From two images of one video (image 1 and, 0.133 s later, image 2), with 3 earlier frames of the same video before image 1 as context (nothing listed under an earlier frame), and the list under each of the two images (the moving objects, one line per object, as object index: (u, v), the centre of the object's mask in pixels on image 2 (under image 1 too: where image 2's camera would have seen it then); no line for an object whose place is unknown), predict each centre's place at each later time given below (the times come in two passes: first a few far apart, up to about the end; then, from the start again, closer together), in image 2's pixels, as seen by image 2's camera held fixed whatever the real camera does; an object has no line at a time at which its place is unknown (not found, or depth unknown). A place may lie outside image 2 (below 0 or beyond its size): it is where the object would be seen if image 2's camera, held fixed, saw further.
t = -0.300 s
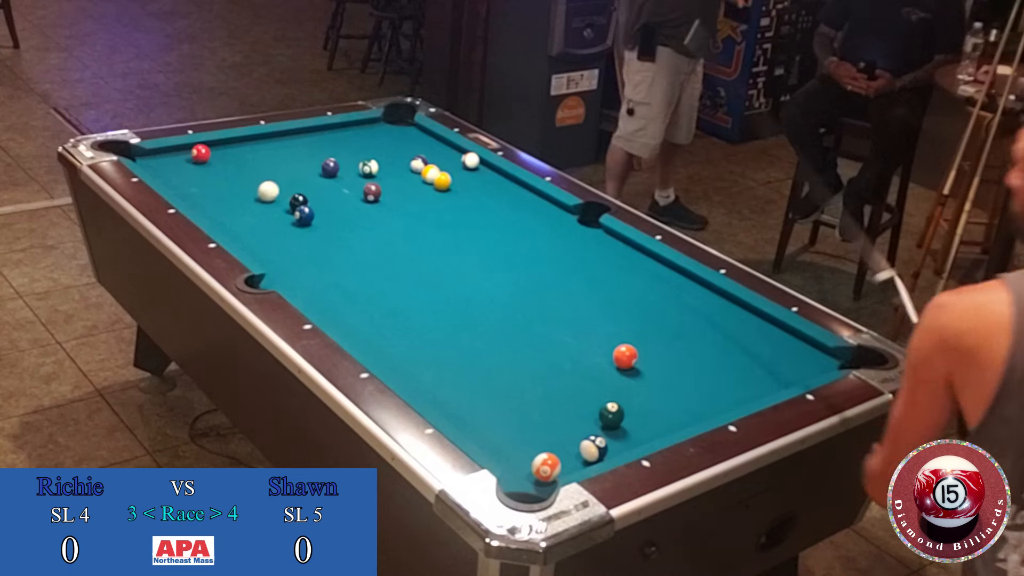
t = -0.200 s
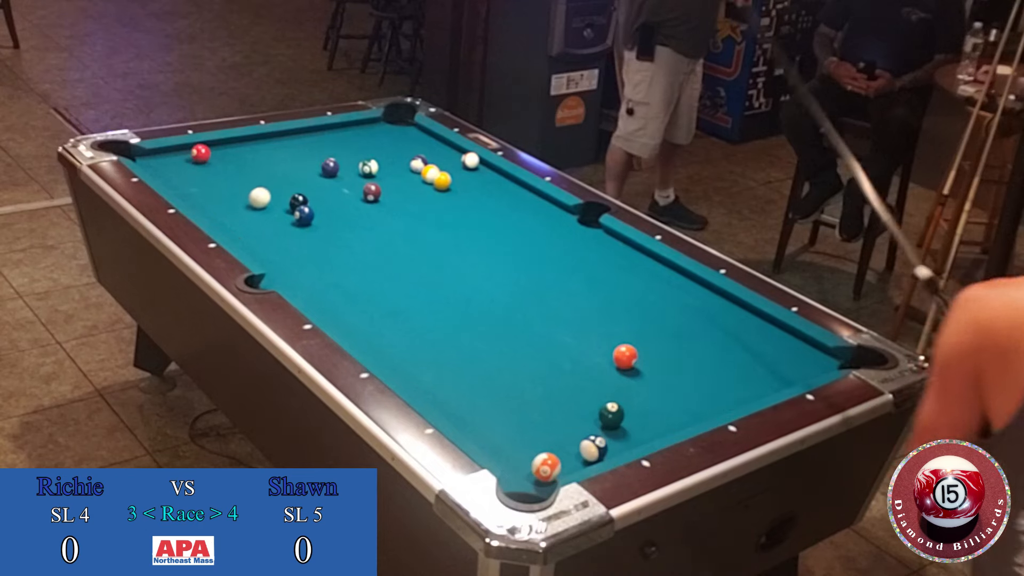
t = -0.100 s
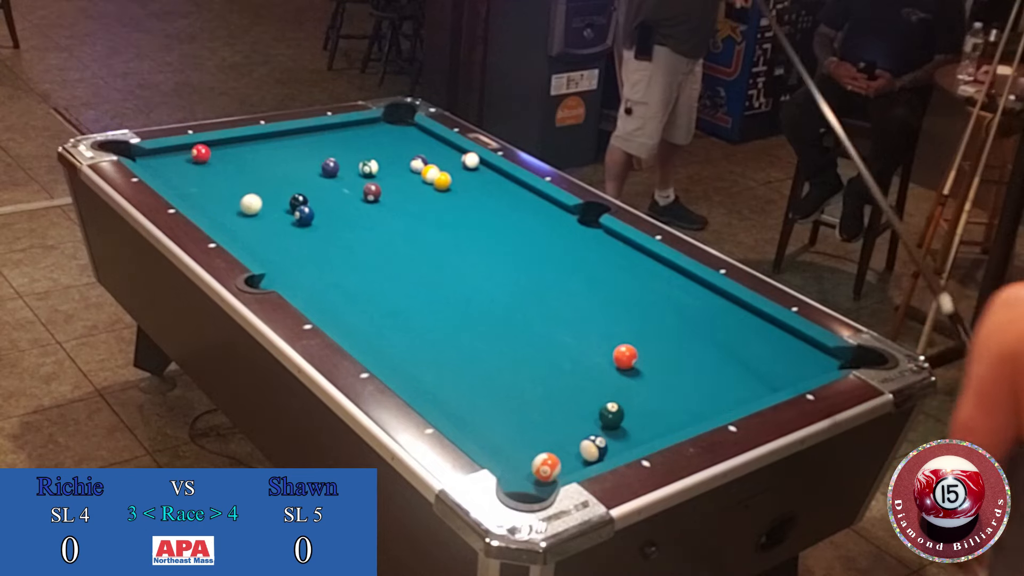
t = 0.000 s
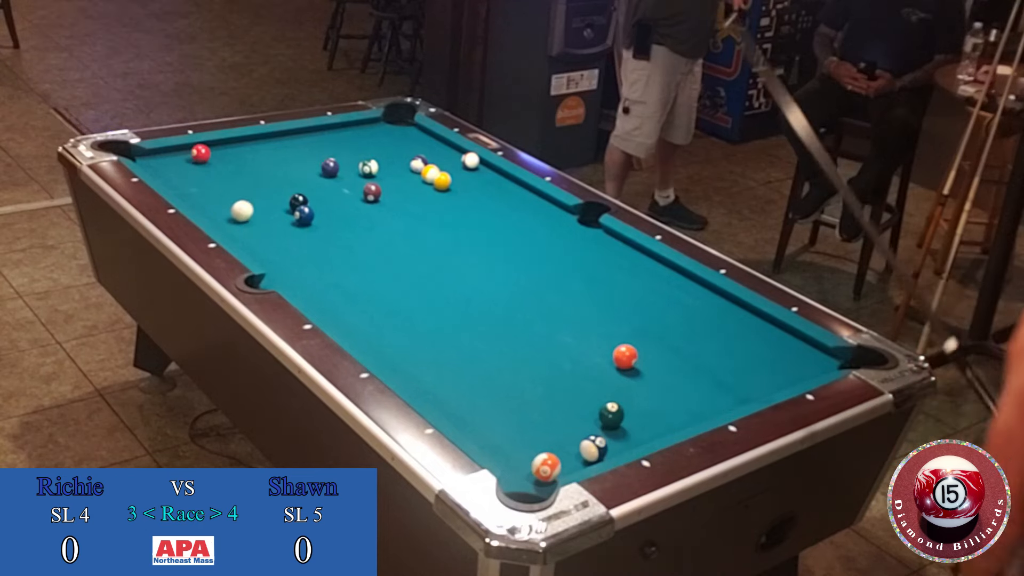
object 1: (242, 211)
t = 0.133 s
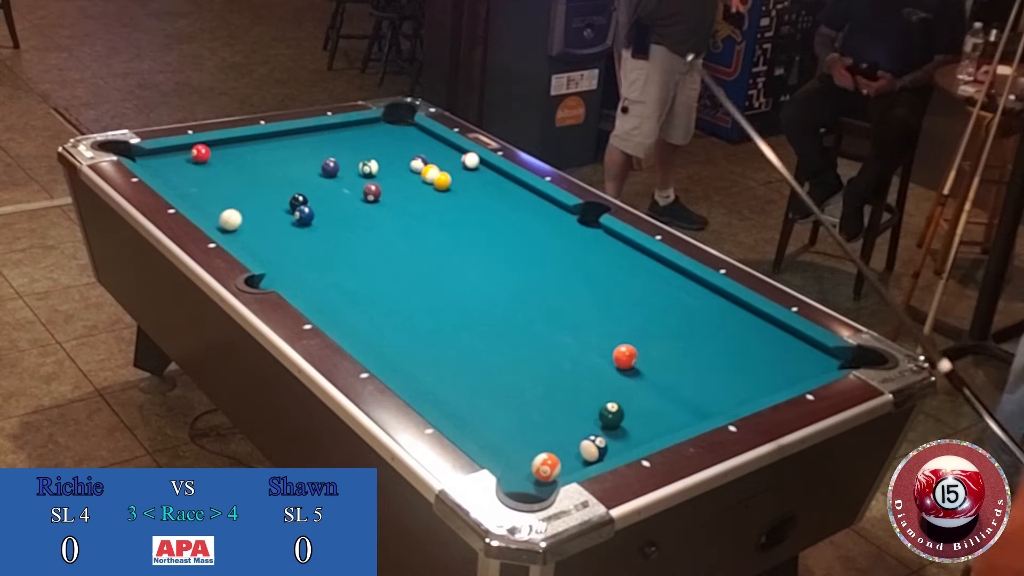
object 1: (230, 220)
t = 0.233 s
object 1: (223, 225)
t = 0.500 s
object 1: (248, 231)
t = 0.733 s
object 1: (271, 235)
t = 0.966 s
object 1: (291, 239)
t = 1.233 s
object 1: (312, 243)
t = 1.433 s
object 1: (326, 245)
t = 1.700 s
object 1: (342, 248)
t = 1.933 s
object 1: (354, 251)
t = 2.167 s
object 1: (363, 252)
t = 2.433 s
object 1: (372, 254)
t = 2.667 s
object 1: (377, 255)
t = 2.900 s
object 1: (379, 256)
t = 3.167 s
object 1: (380, 257)
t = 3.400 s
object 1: (380, 257)
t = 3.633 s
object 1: (380, 257)
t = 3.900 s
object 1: (380, 257)
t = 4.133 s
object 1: (380, 257)
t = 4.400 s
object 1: (380, 257)
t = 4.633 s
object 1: (380, 257)
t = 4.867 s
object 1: (380, 257)
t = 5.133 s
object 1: (380, 257)
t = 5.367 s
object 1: (380, 257)
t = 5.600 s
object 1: (380, 257)
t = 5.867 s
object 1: (380, 257)
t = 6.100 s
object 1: (380, 257)
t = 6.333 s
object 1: (380, 257)
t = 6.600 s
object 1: (380, 257)
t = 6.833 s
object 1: (380, 256)
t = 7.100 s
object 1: (380, 256)
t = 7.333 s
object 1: (380, 256)
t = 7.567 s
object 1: (380, 257)
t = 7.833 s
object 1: (380, 257)
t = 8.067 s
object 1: (380, 257)
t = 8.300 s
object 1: (380, 257)
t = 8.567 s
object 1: (380, 257)
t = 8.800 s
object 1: (380, 256)
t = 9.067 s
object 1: (380, 257)
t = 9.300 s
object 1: (380, 257)
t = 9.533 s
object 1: (380, 257)
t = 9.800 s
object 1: (380, 257)
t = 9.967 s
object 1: (380, 257)
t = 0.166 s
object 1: (228, 222)
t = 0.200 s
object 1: (225, 223)
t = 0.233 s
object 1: (223, 225)
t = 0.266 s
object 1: (225, 226)
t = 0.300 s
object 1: (228, 227)
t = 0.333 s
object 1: (232, 228)
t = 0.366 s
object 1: (235, 229)
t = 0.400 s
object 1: (238, 230)
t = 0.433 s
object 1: (242, 230)
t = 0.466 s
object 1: (245, 231)
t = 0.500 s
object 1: (248, 231)
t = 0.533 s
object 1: (252, 232)
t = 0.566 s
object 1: (255, 232)
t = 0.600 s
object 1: (258, 233)
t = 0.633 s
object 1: (261, 234)
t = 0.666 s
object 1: (265, 234)
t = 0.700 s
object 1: (268, 235)
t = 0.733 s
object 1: (271, 235)
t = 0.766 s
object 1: (274, 236)
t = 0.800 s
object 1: (277, 236)
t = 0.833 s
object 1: (280, 237)
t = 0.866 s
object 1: (283, 237)
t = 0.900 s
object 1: (286, 238)
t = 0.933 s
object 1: (288, 238)
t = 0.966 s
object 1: (291, 239)
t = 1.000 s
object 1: (294, 239)
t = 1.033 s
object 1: (296, 240)
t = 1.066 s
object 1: (299, 240)
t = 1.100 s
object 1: (302, 241)
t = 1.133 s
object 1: (304, 241)
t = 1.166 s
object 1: (307, 242)
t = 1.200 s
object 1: (310, 242)
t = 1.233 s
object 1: (312, 243)
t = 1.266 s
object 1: (314, 243)
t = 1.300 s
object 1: (317, 243)
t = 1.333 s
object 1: (319, 243)
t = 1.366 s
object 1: (321, 244)
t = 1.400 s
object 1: (324, 244)
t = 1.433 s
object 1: (326, 245)
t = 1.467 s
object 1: (328, 245)
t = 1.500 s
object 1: (330, 246)
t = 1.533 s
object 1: (332, 246)
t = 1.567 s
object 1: (334, 246)
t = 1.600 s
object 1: (336, 247)
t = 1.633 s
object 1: (338, 247)
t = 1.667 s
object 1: (340, 248)
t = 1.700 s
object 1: (342, 248)
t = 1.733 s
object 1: (344, 248)
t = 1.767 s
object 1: (346, 249)
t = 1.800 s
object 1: (347, 249)
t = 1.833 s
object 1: (349, 249)
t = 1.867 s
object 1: (351, 250)
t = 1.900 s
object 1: (352, 250)
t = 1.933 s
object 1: (354, 251)
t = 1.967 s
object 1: (355, 251)
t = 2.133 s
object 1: (362, 252)
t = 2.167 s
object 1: (363, 252)
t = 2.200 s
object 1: (364, 253)
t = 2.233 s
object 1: (366, 253)
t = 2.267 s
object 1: (367, 253)
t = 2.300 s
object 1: (368, 253)
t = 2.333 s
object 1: (369, 254)
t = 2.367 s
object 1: (370, 254)
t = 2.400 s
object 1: (371, 254)
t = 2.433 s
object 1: (372, 254)
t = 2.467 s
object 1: (373, 254)
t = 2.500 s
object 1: (373, 255)
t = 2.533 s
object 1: (374, 255)
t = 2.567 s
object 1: (375, 255)
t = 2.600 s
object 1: (376, 255)
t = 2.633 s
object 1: (376, 255)
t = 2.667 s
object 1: (377, 255)
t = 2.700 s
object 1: (377, 255)
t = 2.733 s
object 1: (378, 256)
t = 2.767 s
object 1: (378, 256)
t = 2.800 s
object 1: (379, 256)
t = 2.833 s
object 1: (379, 256)
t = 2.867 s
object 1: (379, 256)
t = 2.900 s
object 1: (379, 256)
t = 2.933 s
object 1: (380, 256)
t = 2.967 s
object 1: (380, 256)
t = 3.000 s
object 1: (380, 257)
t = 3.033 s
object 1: (380, 257)
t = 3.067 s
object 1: (380, 257)
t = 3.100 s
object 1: (380, 257)
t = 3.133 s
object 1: (380, 257)
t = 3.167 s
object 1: (380, 257)
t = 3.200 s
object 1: (380, 257)
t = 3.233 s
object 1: (380, 257)
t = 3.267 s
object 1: (380, 257)
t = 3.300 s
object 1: (380, 257)
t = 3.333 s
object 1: (380, 257)
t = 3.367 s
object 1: (380, 257)
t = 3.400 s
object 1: (380, 257)
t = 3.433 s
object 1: (380, 257)
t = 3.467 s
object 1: (380, 257)
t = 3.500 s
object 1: (380, 257)
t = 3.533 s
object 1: (380, 257)
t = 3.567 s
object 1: (380, 257)
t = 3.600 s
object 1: (380, 257)
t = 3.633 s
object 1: (380, 257)
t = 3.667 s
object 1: (380, 257)
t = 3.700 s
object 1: (380, 257)
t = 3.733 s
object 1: (380, 257)
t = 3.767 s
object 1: (380, 257)
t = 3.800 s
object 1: (380, 257)
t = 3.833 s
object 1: (380, 257)
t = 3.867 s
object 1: (380, 257)
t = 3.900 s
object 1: (380, 257)
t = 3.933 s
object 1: (380, 257)
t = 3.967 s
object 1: (380, 257)
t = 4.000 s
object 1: (380, 257)
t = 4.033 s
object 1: (380, 256)
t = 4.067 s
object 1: (380, 257)
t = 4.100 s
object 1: (380, 257)
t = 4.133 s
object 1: (380, 257)
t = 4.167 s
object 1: (380, 257)
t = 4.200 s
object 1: (380, 257)
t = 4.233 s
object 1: (380, 257)
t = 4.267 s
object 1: (380, 257)
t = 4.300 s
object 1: (380, 257)
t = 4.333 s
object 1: (380, 257)
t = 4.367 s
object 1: (380, 257)
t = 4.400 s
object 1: (380, 257)
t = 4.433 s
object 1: (380, 257)
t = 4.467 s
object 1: (380, 257)
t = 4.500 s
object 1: (380, 257)
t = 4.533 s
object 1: (380, 257)
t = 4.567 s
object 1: (380, 257)
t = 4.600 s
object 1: (380, 257)
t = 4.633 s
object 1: (380, 257)
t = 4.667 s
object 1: (380, 257)
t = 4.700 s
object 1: (380, 257)
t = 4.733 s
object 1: (380, 257)
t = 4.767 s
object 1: (380, 257)
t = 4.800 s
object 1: (380, 257)
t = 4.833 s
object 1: (380, 257)
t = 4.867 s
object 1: (380, 257)
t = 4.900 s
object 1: (380, 257)
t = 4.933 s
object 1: (380, 257)
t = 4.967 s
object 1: (380, 257)
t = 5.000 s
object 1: (380, 257)
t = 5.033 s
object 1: (380, 257)
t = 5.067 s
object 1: (380, 257)
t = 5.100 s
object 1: (380, 257)
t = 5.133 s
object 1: (380, 257)
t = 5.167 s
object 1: (380, 257)
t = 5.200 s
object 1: (380, 257)
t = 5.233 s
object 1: (380, 257)
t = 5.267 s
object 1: (380, 257)
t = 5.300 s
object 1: (380, 257)
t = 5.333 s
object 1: (380, 257)
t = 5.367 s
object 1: (380, 257)
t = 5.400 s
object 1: (380, 257)
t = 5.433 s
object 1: (380, 257)
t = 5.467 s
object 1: (380, 257)
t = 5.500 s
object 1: (380, 257)
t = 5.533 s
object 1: (380, 257)
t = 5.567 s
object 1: (380, 257)
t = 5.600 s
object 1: (380, 257)
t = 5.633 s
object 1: (380, 257)
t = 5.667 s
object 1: (380, 257)
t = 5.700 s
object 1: (380, 257)
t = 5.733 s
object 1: (380, 257)
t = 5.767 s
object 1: (380, 257)
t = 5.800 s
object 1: (380, 257)
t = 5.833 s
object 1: (380, 257)
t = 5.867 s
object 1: (380, 257)
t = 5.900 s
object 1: (380, 257)
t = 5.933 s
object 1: (380, 257)
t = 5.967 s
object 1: (380, 257)
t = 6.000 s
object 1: (380, 257)
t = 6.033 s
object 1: (380, 257)
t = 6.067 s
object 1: (380, 257)
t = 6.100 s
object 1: (380, 257)
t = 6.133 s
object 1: (380, 257)
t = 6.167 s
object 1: (380, 257)
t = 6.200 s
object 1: (380, 257)
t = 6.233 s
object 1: (380, 257)
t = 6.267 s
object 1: (380, 257)
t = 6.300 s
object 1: (380, 257)
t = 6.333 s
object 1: (380, 257)
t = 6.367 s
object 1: (380, 256)
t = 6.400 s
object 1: (380, 257)
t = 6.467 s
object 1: (380, 257)
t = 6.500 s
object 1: (380, 257)
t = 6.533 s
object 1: (380, 257)
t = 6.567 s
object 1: (380, 256)
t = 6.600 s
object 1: (380, 257)
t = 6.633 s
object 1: (380, 257)
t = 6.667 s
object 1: (380, 256)
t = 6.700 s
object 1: (380, 256)
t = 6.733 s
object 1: (380, 256)
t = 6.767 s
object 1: (380, 256)
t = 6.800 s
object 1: (380, 256)
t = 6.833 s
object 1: (380, 256)
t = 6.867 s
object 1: (380, 256)
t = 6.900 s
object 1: (380, 256)
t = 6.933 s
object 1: (380, 256)
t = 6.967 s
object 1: (380, 256)
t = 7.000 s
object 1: (380, 256)
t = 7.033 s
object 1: (380, 256)
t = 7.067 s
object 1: (380, 256)
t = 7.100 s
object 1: (380, 256)
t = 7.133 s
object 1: (380, 256)
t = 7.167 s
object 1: (380, 256)
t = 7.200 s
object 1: (380, 256)
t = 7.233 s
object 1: (380, 256)
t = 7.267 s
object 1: (380, 256)
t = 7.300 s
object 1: (380, 257)
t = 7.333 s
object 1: (380, 256)
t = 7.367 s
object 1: (380, 257)
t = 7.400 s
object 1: (380, 257)
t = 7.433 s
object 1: (380, 257)
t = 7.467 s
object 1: (380, 257)
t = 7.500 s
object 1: (380, 257)
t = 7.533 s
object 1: (380, 257)
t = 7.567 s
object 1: (380, 257)
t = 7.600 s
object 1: (380, 257)
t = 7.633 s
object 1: (380, 257)
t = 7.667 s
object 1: (380, 257)
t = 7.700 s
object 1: (380, 257)
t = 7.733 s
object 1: (380, 257)
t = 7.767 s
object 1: (380, 257)
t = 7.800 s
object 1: (380, 257)
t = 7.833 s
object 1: (380, 257)
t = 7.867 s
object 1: (380, 257)
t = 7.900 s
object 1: (380, 256)
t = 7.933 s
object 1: (380, 257)
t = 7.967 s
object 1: (380, 256)
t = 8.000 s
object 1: (380, 257)
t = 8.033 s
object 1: (380, 257)
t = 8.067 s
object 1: (380, 257)
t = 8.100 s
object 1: (380, 257)
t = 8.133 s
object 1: (380, 257)
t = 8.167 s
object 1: (380, 257)
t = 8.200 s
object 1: (380, 257)
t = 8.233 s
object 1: (380, 257)
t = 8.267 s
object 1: (380, 257)
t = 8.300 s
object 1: (380, 257)
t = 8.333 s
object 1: (380, 257)
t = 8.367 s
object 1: (380, 257)
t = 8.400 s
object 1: (380, 257)
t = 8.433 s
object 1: (380, 257)
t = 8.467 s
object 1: (380, 257)
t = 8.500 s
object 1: (380, 257)
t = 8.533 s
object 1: (380, 257)
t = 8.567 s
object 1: (380, 257)
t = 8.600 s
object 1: (380, 256)
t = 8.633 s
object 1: (380, 257)
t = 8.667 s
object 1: (380, 257)
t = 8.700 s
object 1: (380, 256)
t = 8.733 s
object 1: (380, 256)
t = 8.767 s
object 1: (380, 256)
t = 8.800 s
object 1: (380, 256)
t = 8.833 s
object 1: (380, 257)
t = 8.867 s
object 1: (380, 257)
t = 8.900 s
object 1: (380, 256)
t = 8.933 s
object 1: (380, 257)
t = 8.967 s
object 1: (380, 257)
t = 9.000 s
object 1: (380, 257)
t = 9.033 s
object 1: (380, 257)
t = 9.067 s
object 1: (380, 257)
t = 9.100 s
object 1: (380, 257)
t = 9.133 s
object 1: (380, 257)
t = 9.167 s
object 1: (380, 257)
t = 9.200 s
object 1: (380, 257)
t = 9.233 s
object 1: (380, 257)
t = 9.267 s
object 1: (380, 257)
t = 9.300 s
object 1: (380, 257)
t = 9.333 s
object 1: (380, 257)
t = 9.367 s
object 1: (380, 257)
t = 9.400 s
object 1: (380, 257)
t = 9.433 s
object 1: (380, 257)
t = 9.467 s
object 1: (380, 257)
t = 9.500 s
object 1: (380, 257)
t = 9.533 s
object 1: (380, 257)
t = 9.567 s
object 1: (380, 257)
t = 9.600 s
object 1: (380, 257)
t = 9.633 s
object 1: (380, 257)
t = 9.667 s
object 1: (380, 257)
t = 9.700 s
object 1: (380, 257)
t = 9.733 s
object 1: (380, 257)
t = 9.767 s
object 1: (380, 257)
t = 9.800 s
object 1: (380, 257)
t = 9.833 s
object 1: (380, 257)
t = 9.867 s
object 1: (380, 257)
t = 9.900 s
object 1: (380, 257)
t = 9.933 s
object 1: (380, 257)
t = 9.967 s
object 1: (380, 257)
